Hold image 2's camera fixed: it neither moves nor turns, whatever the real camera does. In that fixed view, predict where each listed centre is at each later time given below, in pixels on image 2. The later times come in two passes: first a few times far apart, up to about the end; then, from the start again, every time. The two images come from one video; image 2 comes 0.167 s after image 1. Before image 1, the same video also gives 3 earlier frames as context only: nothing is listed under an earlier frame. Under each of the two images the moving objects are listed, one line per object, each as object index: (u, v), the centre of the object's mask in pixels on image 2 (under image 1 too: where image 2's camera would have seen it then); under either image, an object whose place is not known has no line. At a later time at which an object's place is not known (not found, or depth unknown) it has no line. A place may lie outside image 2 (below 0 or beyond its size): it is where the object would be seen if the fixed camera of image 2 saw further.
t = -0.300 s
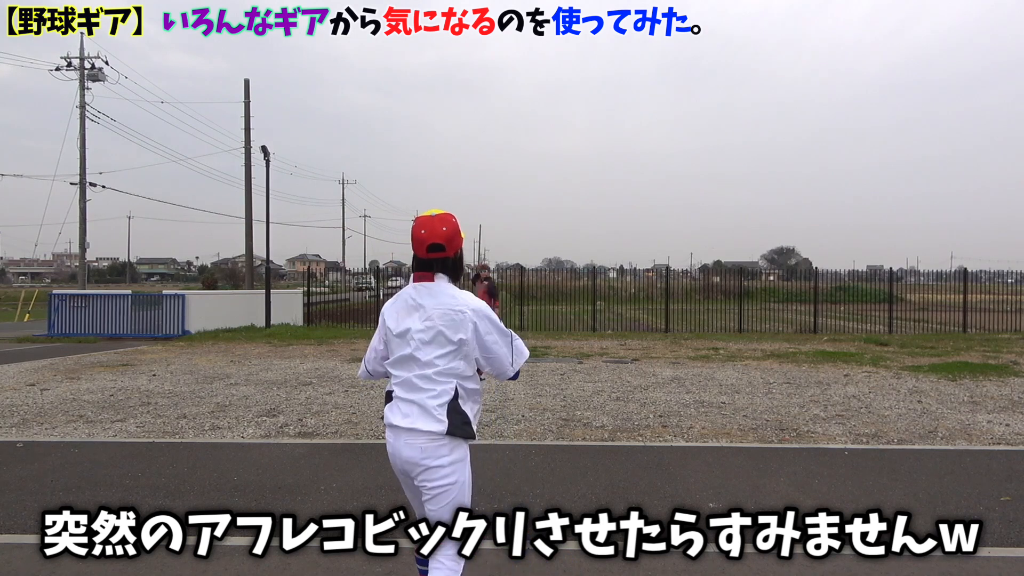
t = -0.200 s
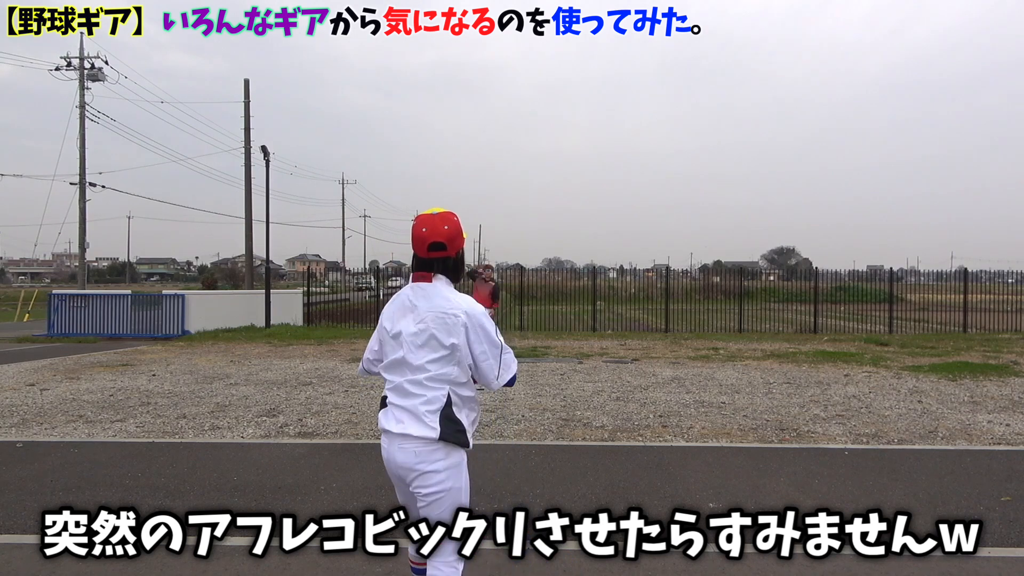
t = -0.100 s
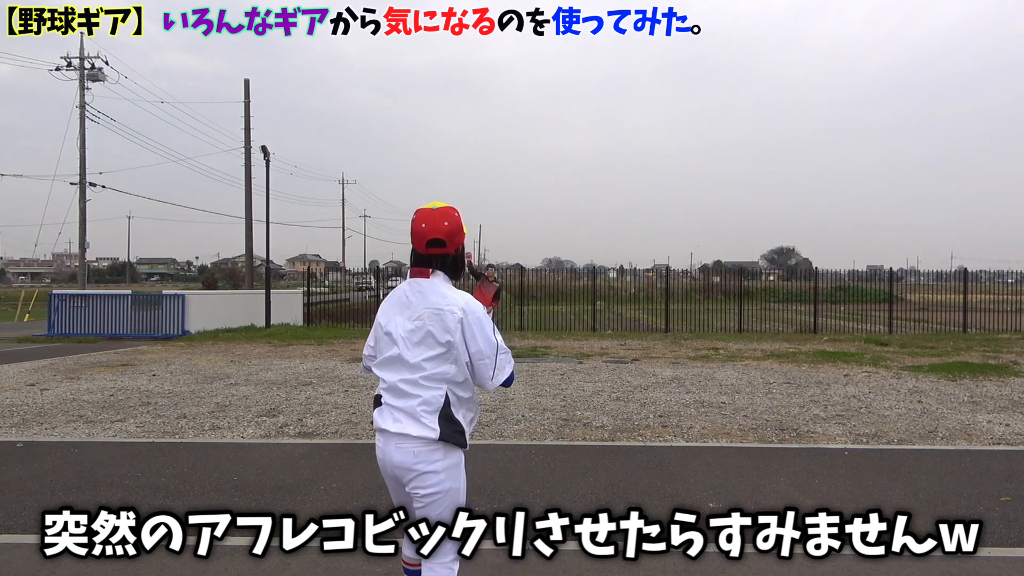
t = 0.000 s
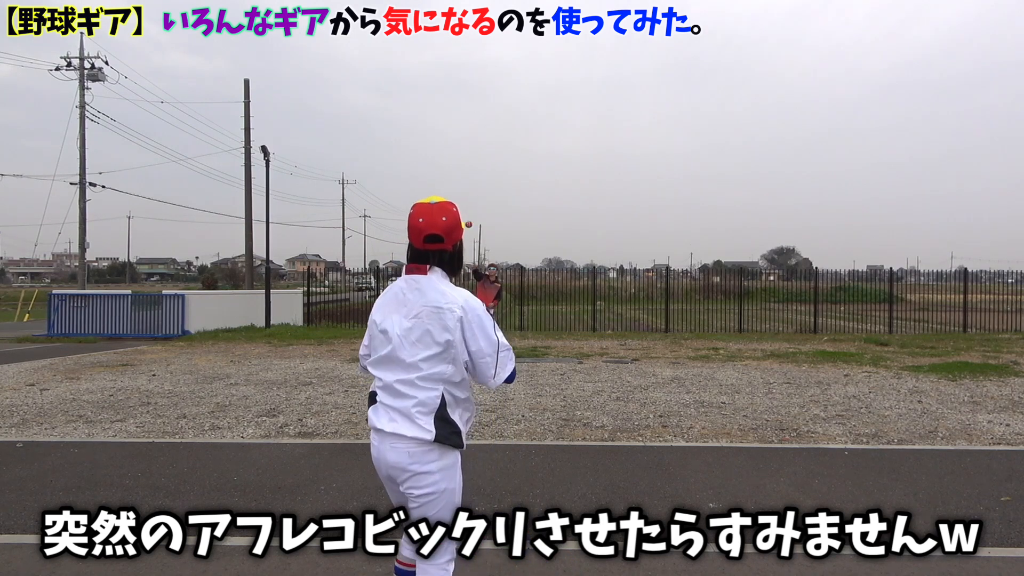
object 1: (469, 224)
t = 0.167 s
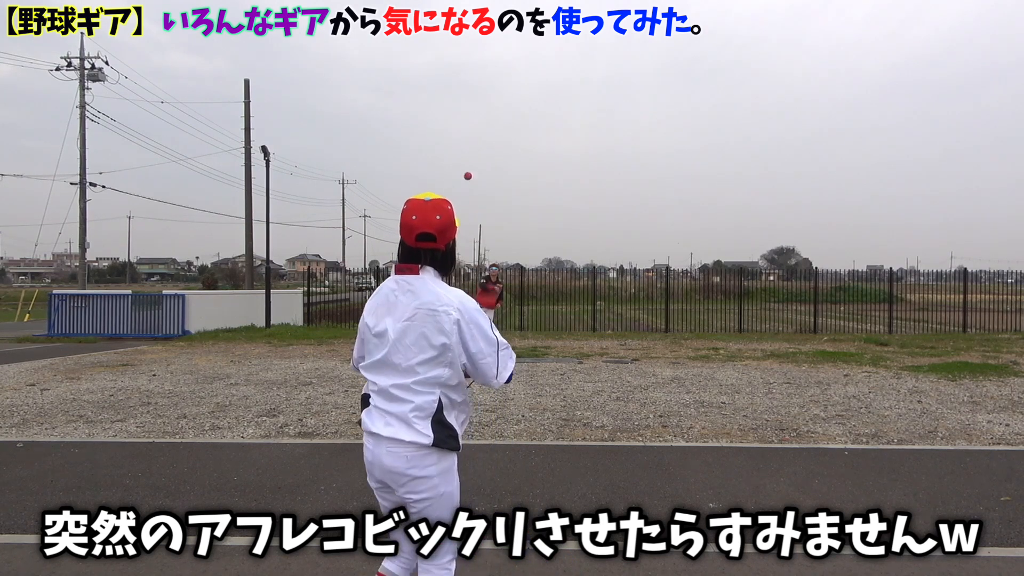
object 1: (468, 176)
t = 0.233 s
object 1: (467, 158)
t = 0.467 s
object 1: (460, 104)
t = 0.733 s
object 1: (445, 71)
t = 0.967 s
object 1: (423, 106)
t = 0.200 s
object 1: (467, 167)
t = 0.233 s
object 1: (467, 158)
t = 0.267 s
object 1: (466, 150)
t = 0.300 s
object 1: (465, 141)
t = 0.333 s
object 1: (464, 133)
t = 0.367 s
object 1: (464, 125)
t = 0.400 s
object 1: (463, 117)
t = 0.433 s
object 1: (461, 110)
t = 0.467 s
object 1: (460, 104)
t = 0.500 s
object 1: (459, 97)
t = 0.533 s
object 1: (457, 91)
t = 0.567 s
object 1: (456, 86)
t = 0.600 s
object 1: (454, 82)
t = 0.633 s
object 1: (452, 78)
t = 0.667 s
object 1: (450, 75)
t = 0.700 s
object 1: (448, 72)
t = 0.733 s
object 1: (445, 71)
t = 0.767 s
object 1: (443, 71)
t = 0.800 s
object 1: (440, 72)
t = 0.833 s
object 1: (437, 75)
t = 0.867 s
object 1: (434, 80)
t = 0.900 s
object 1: (431, 86)
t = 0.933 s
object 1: (427, 95)
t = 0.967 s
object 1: (423, 106)
